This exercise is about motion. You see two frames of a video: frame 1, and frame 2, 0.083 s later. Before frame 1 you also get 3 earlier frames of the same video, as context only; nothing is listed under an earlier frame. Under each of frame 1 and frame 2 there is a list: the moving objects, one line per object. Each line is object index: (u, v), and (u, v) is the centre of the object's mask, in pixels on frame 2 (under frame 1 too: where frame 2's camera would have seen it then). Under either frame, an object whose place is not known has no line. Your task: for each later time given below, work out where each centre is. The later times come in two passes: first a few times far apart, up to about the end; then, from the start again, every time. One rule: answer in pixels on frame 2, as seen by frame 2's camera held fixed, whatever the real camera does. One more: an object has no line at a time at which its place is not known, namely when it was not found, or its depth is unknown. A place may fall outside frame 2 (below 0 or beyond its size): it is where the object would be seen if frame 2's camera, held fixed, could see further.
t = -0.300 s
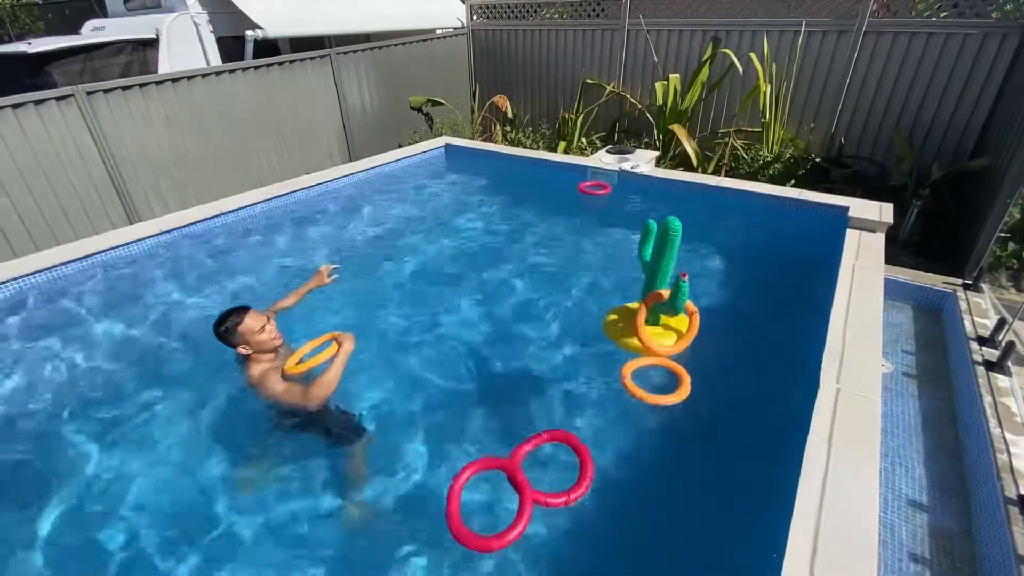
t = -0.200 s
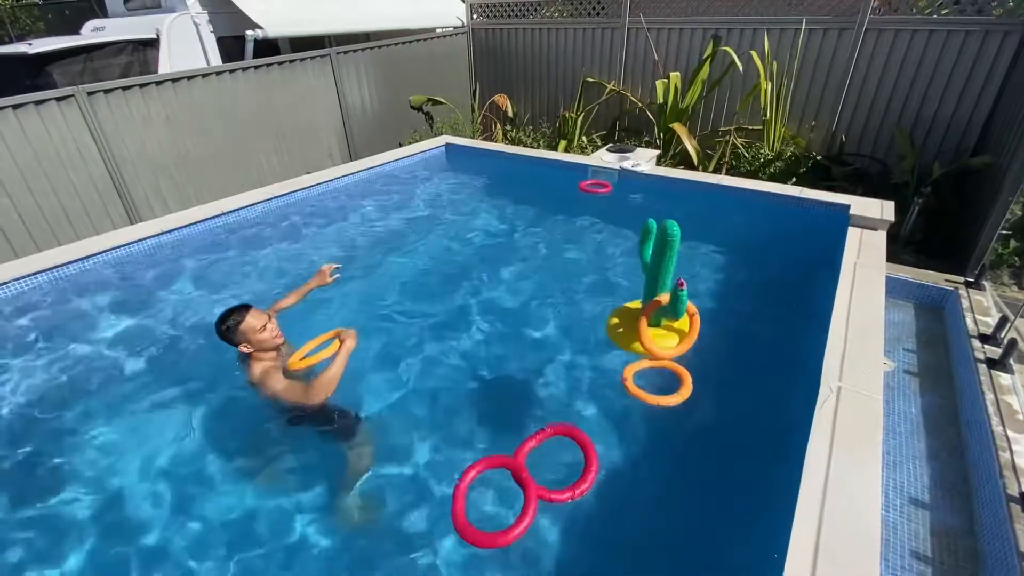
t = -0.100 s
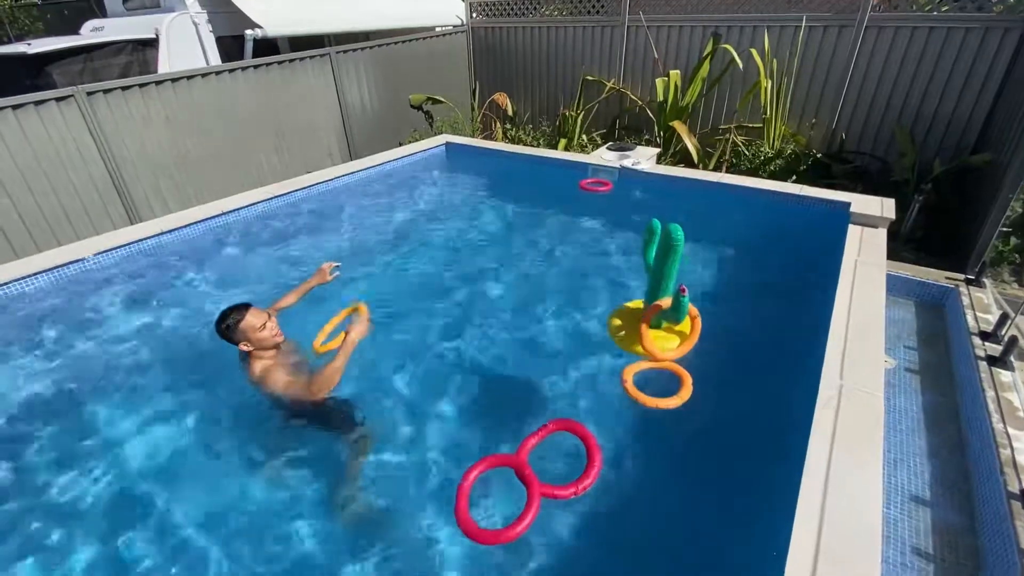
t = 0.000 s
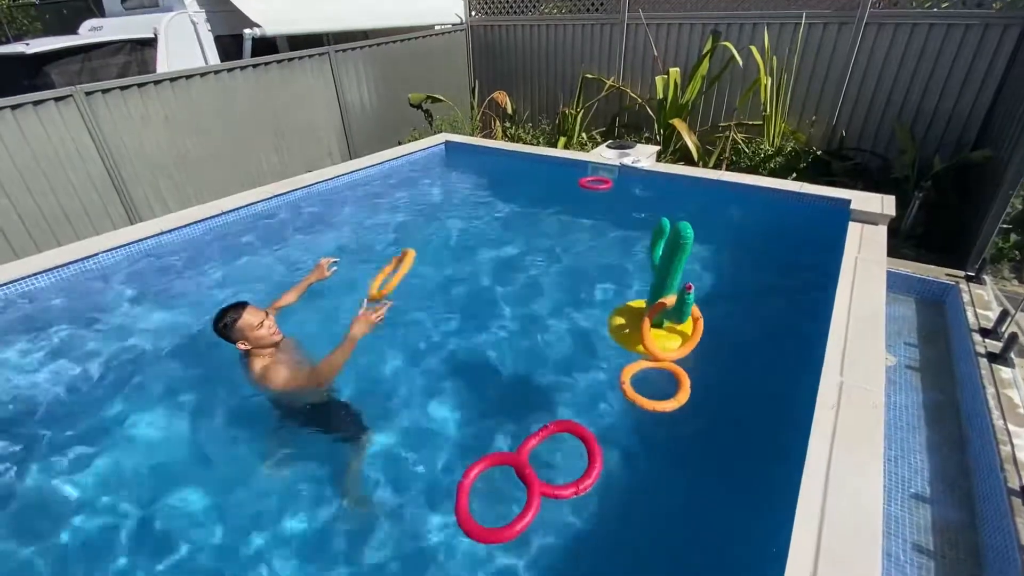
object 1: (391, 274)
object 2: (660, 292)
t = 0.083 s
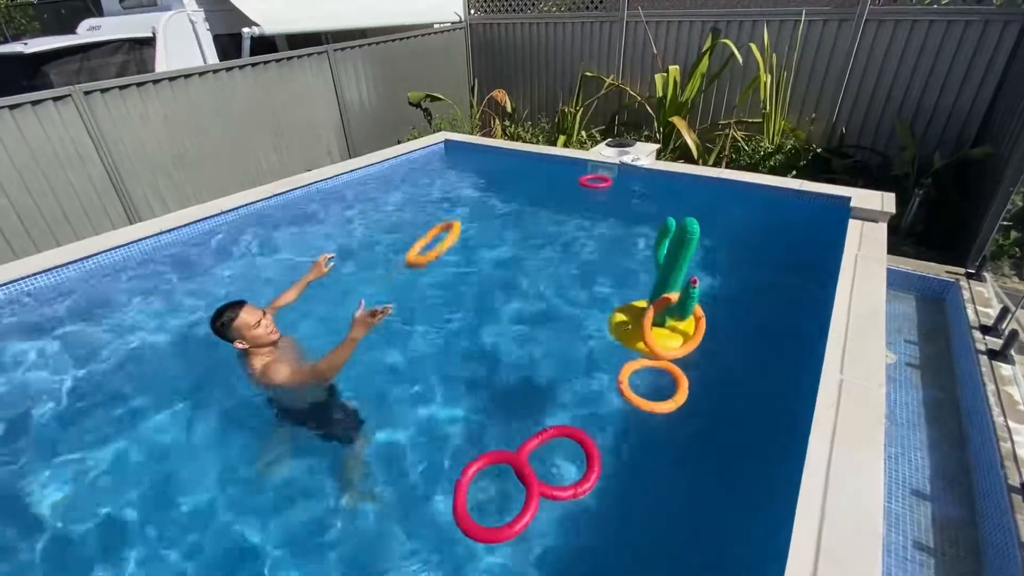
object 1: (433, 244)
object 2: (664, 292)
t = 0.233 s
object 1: (500, 229)
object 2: (666, 293)
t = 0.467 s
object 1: (582, 274)
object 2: (672, 302)
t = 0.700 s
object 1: (610, 344)
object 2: (678, 305)
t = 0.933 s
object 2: (687, 311)
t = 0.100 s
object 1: (442, 240)
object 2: (665, 292)
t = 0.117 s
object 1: (449, 237)
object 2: (665, 292)
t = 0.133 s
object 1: (458, 234)
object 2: (666, 292)
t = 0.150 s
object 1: (465, 232)
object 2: (666, 292)
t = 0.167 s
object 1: (472, 231)
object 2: (666, 293)
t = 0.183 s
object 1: (480, 230)
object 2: (666, 292)
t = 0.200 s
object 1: (486, 229)
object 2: (666, 293)
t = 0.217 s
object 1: (493, 229)
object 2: (666, 293)
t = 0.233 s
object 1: (500, 229)
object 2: (666, 293)
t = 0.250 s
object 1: (507, 230)
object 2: (666, 293)
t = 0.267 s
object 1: (513, 231)
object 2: (666, 294)
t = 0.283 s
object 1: (519, 233)
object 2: (667, 295)
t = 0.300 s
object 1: (526, 235)
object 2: (667, 296)
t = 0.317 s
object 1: (532, 237)
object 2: (668, 296)
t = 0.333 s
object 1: (538, 240)
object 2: (668, 297)
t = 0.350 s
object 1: (544, 243)
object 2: (668, 297)
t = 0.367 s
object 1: (550, 246)
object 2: (669, 298)
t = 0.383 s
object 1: (556, 249)
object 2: (669, 299)
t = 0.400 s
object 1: (562, 253)
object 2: (670, 299)
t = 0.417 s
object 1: (567, 257)
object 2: (670, 300)
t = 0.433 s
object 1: (573, 262)
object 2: (671, 301)
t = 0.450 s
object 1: (578, 268)
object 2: (671, 302)
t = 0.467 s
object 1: (582, 274)
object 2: (672, 302)
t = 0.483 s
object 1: (587, 280)
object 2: (673, 303)
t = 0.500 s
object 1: (591, 286)
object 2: (673, 303)
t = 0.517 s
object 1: (594, 293)
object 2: (674, 304)
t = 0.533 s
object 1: (598, 301)
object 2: (674, 304)
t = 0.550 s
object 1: (600, 309)
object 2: (675, 305)
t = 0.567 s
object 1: (603, 317)
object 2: (675, 305)
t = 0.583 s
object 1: (605, 325)
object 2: (677, 304)
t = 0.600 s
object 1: (607, 333)
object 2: (678, 304)
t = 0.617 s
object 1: (596, 330)
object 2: (679, 303)
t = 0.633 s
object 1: (598, 334)
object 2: (680, 302)
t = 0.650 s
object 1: (596, 337)
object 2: (680, 302)
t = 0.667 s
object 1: (599, 335)
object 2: (678, 305)
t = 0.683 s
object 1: (598, 333)
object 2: (678, 305)
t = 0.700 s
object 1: (610, 344)
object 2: (678, 305)
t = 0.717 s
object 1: (610, 344)
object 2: (678, 305)
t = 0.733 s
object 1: (610, 343)
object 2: (679, 305)
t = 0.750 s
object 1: (610, 343)
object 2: (679, 306)
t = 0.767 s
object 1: (610, 343)
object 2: (679, 306)
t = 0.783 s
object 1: (610, 343)
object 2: (680, 307)
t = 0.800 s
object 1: (610, 344)
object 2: (681, 308)
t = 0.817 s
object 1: (610, 344)
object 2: (683, 306)
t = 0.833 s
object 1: (610, 344)
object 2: (682, 309)
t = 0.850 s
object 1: (610, 344)
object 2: (683, 309)
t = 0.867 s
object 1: (609, 343)
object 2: (683, 309)
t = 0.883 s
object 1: (609, 343)
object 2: (686, 309)
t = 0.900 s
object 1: (609, 343)
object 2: (687, 310)
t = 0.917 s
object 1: (609, 343)
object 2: (686, 311)
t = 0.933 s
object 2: (687, 311)
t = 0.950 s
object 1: (607, 343)
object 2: (688, 312)
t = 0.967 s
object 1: (606, 343)
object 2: (689, 312)
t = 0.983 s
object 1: (605, 343)
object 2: (690, 313)
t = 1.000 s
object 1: (605, 343)
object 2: (691, 313)
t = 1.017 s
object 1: (604, 344)
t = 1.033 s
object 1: (604, 344)
